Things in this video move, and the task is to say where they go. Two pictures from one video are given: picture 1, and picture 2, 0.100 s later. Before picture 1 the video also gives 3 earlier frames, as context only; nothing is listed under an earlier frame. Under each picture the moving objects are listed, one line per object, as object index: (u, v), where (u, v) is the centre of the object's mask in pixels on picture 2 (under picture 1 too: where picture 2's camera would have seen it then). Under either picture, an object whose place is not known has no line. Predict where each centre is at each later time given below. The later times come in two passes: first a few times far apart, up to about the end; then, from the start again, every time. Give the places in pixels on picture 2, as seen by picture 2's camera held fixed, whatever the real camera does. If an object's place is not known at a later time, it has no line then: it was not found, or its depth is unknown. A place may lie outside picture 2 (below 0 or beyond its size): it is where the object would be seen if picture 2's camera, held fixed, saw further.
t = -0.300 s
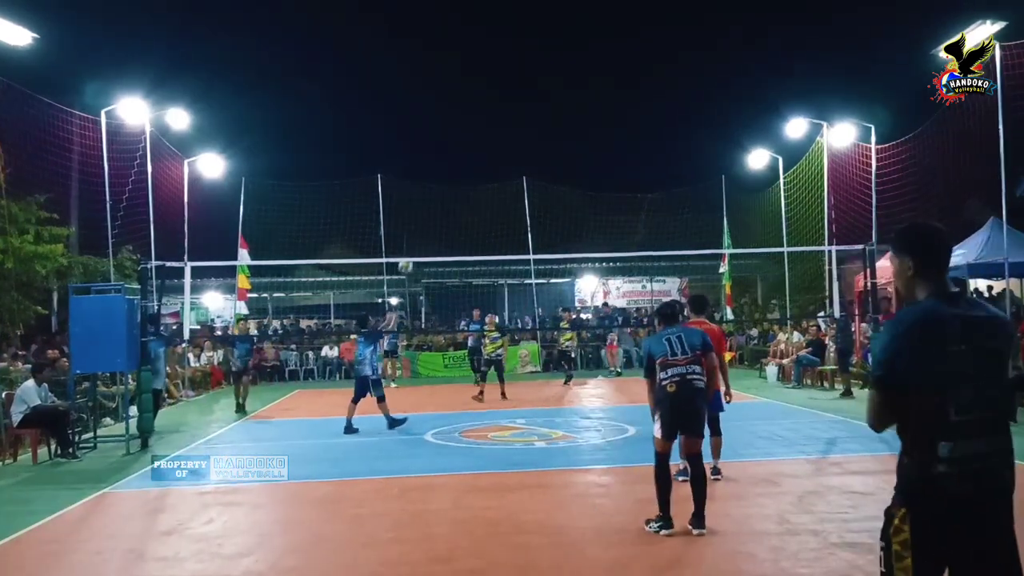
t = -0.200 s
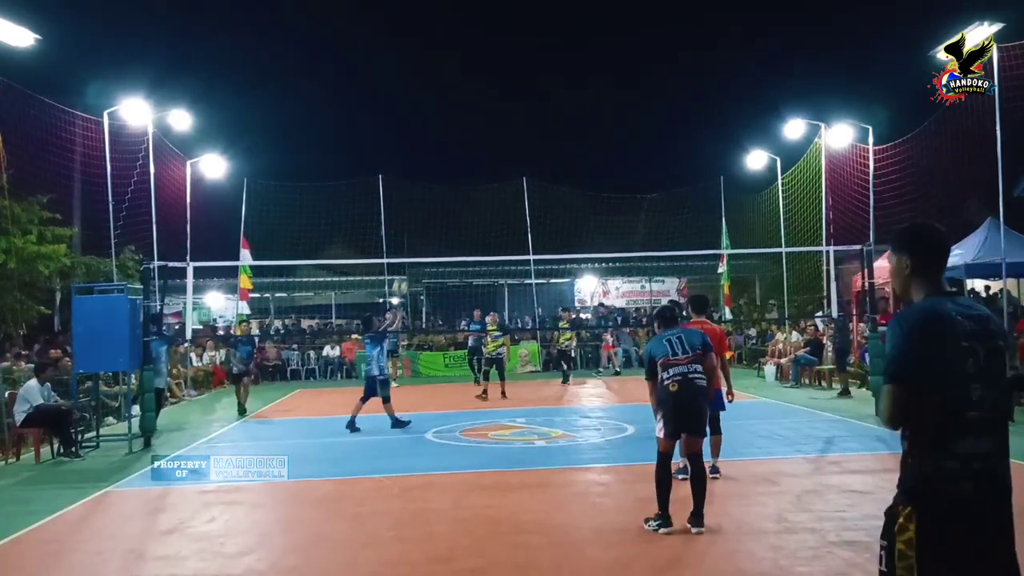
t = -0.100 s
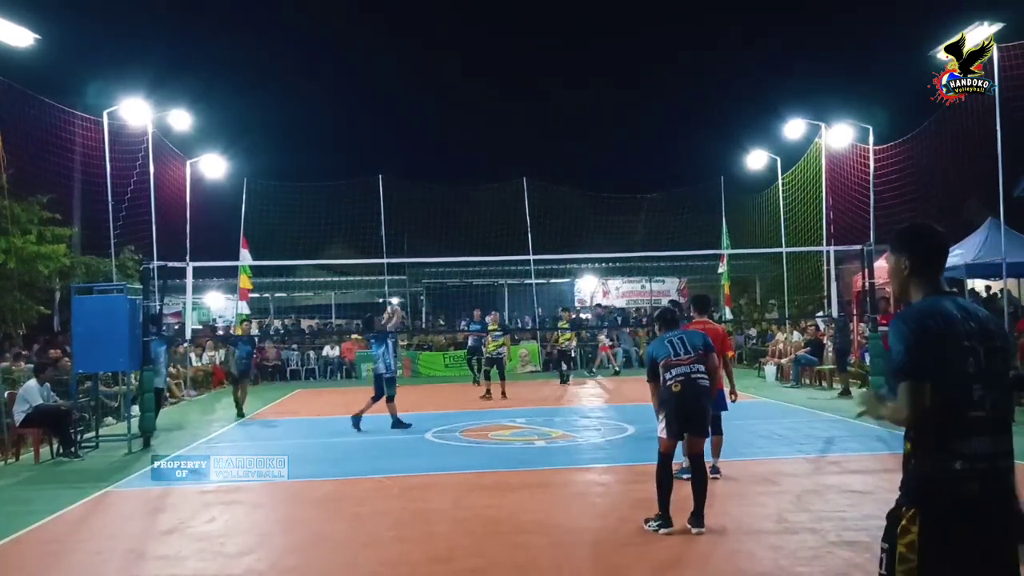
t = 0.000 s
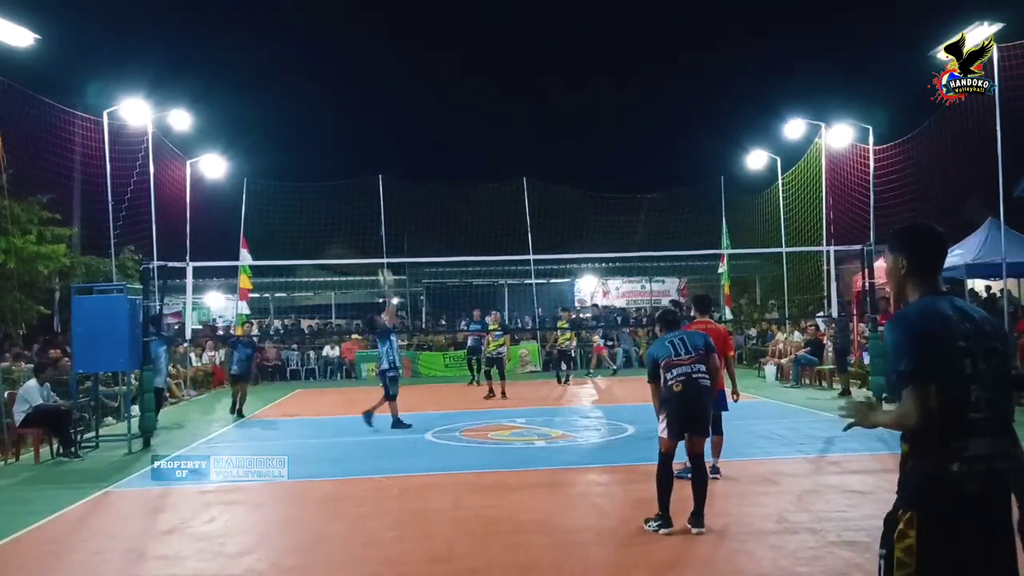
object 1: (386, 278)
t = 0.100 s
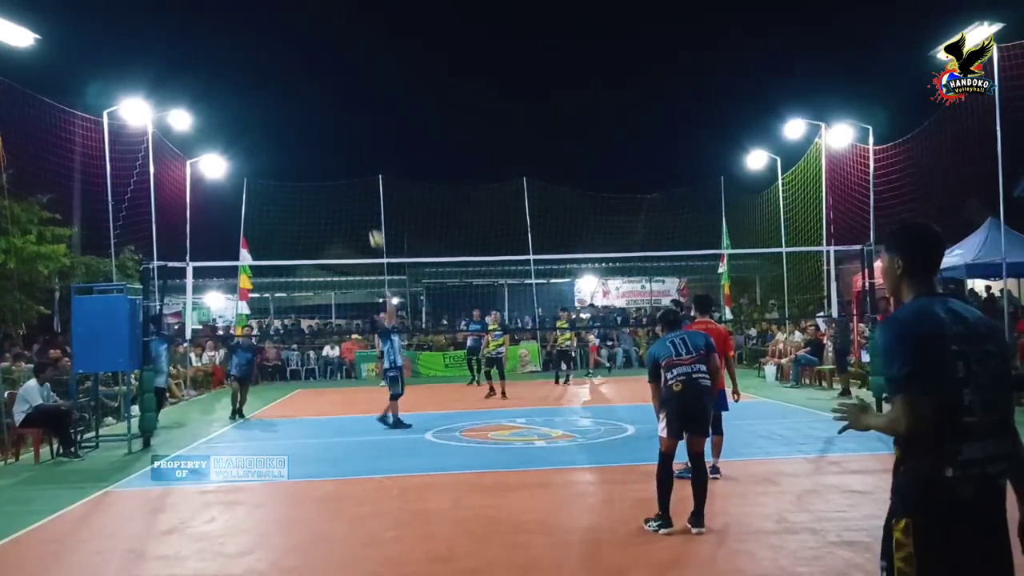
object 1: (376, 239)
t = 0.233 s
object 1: (365, 198)
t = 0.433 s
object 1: (348, 158)
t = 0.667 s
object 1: (329, 147)
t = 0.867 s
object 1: (314, 166)
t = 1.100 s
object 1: (297, 224)
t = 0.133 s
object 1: (374, 229)
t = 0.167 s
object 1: (370, 217)
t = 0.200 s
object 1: (368, 207)
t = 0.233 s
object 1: (365, 198)
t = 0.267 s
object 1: (362, 189)
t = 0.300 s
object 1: (359, 182)
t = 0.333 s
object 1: (356, 175)
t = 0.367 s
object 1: (354, 169)
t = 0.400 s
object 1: (351, 163)
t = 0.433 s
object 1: (348, 158)
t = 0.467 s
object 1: (345, 155)
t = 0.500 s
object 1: (343, 151)
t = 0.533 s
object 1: (340, 149)
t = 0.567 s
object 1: (337, 147)
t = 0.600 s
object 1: (335, 146)
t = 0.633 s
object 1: (332, 146)
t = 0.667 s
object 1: (329, 147)
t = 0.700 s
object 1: (327, 148)
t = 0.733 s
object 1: (324, 150)
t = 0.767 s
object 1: (322, 153)
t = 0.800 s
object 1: (319, 157)
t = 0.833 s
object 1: (316, 161)
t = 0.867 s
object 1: (314, 166)
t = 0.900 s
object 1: (311, 172)
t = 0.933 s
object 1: (309, 179)
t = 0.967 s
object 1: (306, 187)
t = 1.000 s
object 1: (304, 195)
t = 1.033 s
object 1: (302, 204)
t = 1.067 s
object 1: (300, 214)
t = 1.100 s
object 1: (297, 224)
